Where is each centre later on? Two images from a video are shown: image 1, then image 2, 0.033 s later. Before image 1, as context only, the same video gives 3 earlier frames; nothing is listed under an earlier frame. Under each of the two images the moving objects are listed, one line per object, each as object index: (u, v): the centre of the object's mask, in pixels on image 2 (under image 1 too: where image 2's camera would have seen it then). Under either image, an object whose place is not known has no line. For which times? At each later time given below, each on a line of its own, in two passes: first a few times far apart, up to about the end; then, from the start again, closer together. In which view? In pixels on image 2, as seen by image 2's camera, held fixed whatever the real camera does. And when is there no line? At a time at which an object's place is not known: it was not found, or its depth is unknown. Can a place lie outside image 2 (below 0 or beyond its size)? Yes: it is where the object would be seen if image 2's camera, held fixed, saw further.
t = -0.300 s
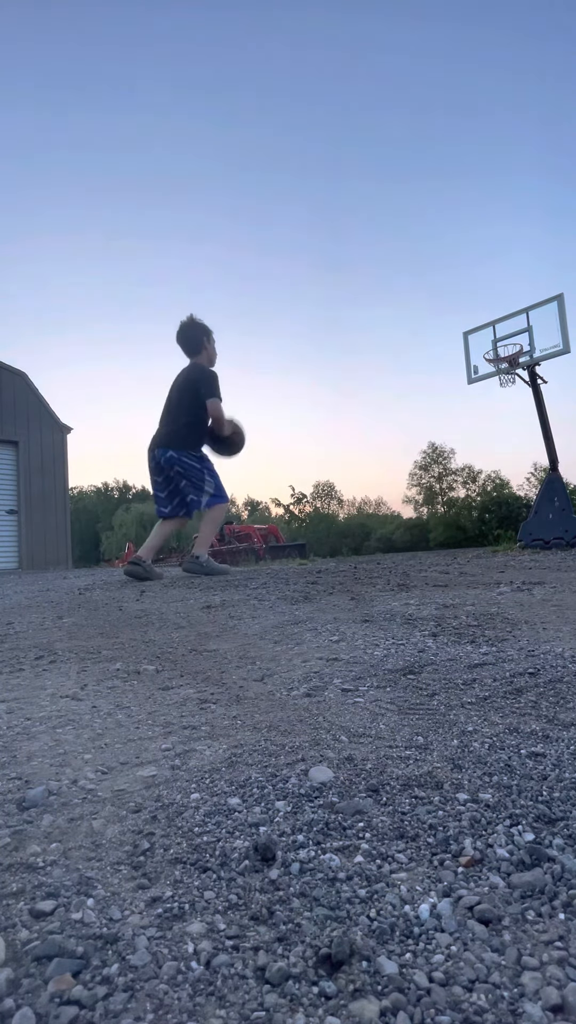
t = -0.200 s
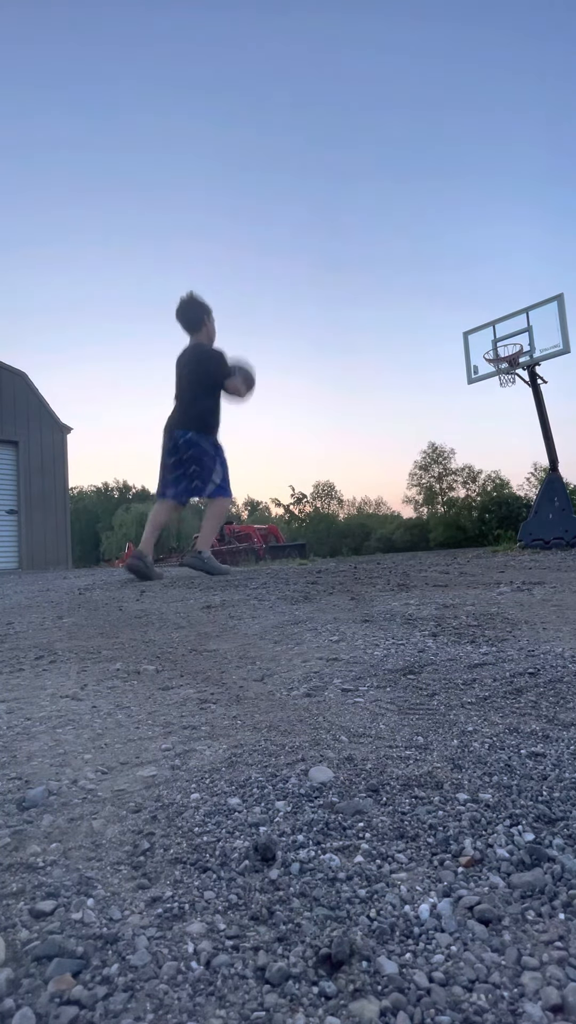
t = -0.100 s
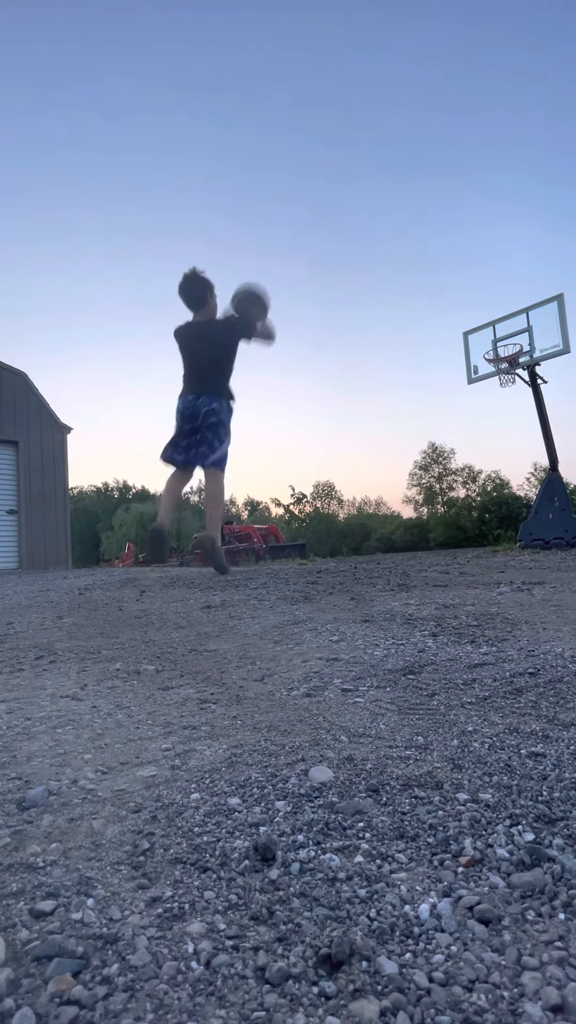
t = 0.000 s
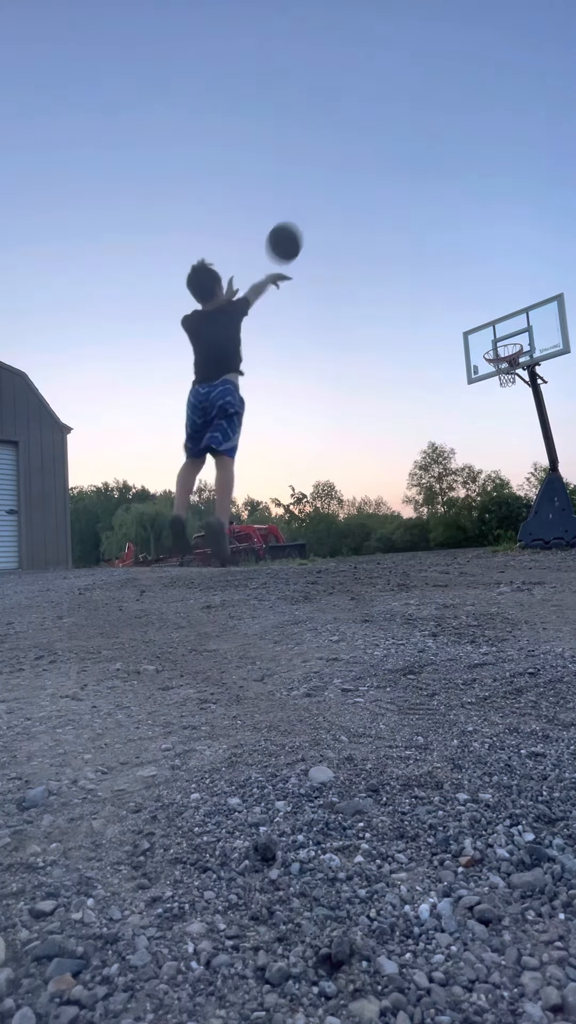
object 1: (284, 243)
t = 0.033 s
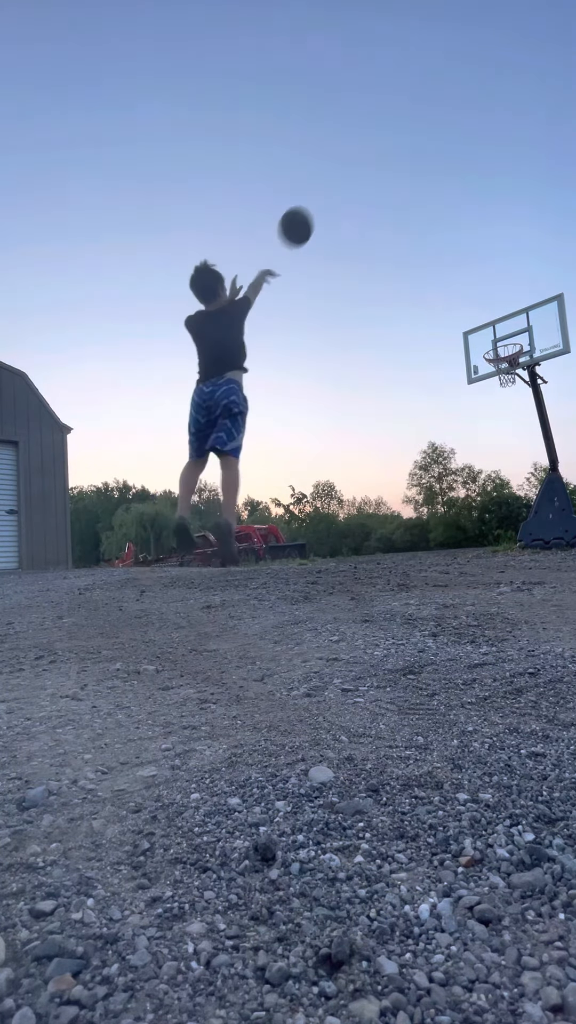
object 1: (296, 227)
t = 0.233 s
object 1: (354, 174)
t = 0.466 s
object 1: (406, 174)
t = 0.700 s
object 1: (449, 215)
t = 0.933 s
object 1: (489, 285)
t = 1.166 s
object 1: (495, 354)
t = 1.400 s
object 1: (513, 362)
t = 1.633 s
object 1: (499, 376)
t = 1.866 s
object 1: (498, 402)
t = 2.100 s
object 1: (504, 470)
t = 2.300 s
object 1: (509, 539)
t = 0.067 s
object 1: (307, 213)
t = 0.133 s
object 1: (327, 192)
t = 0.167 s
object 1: (337, 185)
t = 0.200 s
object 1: (345, 178)
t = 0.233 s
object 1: (354, 174)
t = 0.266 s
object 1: (362, 171)
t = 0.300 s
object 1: (370, 168)
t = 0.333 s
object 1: (378, 167)
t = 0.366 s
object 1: (385, 167)
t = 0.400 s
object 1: (392, 169)
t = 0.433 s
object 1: (399, 171)
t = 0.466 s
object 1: (406, 174)
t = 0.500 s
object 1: (412, 178)
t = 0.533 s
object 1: (419, 182)
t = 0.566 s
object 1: (425, 188)
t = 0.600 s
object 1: (431, 194)
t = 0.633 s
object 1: (437, 200)
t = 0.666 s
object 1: (443, 208)
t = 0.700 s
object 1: (449, 215)
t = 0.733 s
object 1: (455, 224)
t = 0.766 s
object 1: (461, 233)
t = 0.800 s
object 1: (466, 242)
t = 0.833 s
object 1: (472, 252)
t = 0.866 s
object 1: (478, 263)
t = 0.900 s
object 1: (483, 274)
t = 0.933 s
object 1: (489, 285)
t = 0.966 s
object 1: (494, 297)
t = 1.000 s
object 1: (499, 309)
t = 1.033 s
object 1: (505, 322)
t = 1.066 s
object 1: (510, 336)
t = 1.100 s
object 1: (511, 347)
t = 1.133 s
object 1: (501, 351)
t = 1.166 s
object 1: (495, 354)
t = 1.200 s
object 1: (497, 351)
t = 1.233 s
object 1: (499, 349)
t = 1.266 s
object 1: (502, 350)
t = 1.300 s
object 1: (508, 352)
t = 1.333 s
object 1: (512, 356)
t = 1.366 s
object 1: (514, 359)
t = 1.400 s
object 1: (513, 362)
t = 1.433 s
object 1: (511, 366)
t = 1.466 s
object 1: (509, 367)
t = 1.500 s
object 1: (507, 368)
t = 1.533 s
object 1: (504, 371)
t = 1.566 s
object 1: (502, 374)
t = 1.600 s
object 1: (500, 375)
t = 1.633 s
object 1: (499, 376)
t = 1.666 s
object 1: (499, 377)
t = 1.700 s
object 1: (498, 379)
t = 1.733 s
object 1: (498, 382)
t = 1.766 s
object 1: (498, 387)
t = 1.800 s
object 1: (498, 391)
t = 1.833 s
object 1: (498, 396)
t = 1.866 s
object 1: (498, 402)
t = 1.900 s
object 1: (499, 409)
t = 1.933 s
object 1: (499, 417)
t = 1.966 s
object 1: (500, 426)
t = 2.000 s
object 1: (501, 436)
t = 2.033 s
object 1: (502, 446)
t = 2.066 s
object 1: (502, 457)
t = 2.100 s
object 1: (504, 470)
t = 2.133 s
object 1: (505, 483)
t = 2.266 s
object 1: (510, 543)
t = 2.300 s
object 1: (509, 539)
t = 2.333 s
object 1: (509, 524)
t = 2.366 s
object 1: (508, 513)
